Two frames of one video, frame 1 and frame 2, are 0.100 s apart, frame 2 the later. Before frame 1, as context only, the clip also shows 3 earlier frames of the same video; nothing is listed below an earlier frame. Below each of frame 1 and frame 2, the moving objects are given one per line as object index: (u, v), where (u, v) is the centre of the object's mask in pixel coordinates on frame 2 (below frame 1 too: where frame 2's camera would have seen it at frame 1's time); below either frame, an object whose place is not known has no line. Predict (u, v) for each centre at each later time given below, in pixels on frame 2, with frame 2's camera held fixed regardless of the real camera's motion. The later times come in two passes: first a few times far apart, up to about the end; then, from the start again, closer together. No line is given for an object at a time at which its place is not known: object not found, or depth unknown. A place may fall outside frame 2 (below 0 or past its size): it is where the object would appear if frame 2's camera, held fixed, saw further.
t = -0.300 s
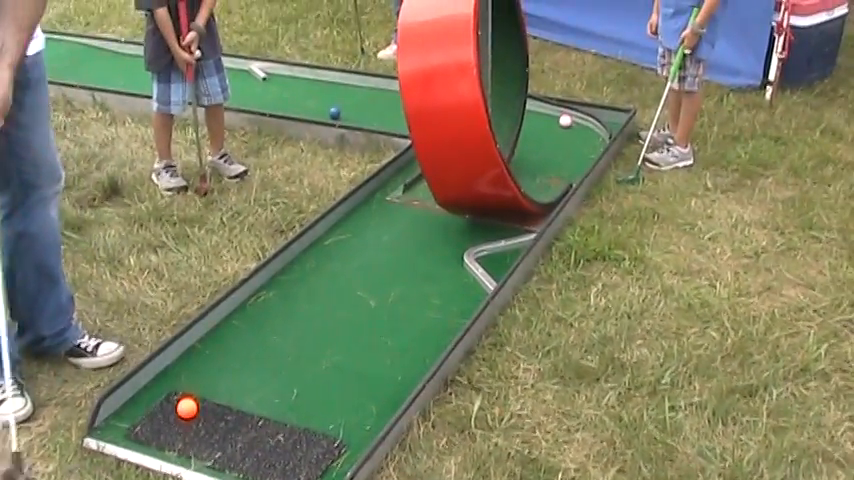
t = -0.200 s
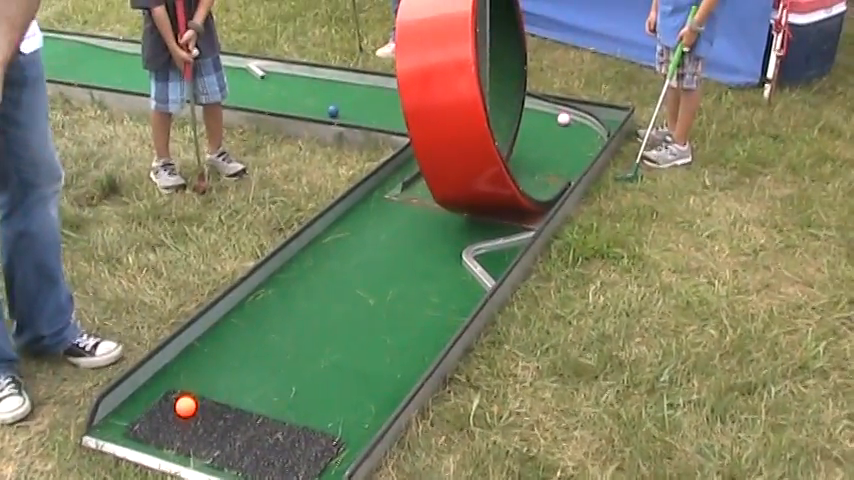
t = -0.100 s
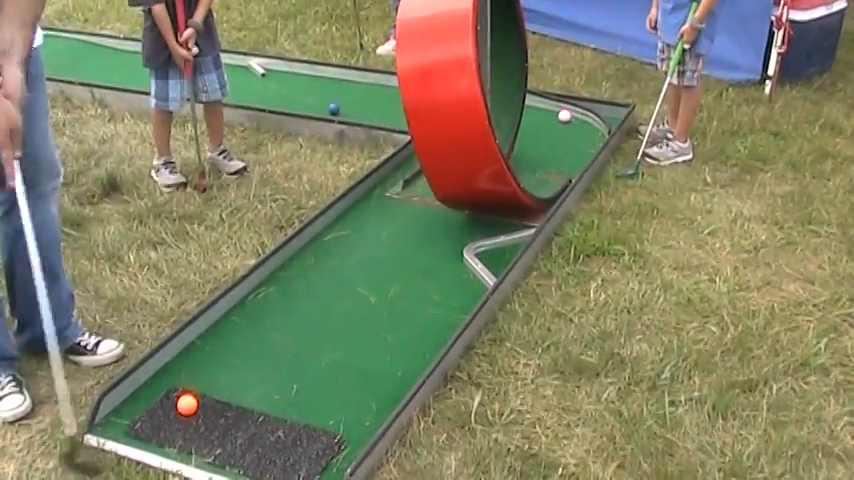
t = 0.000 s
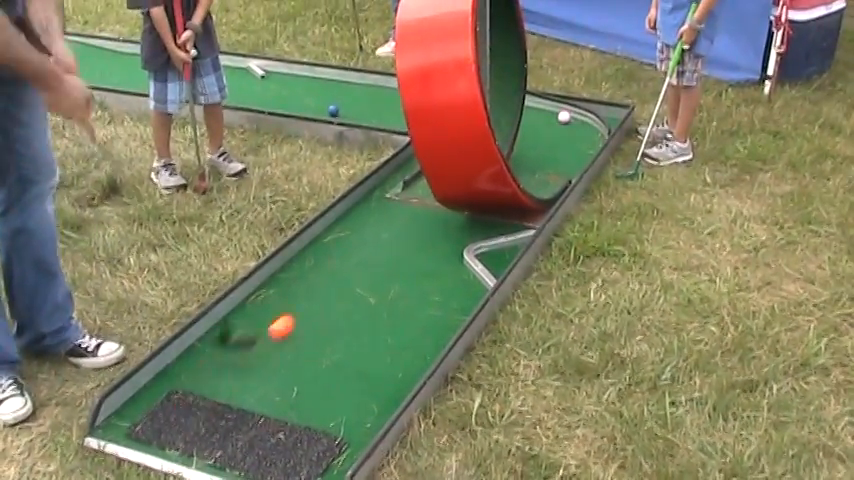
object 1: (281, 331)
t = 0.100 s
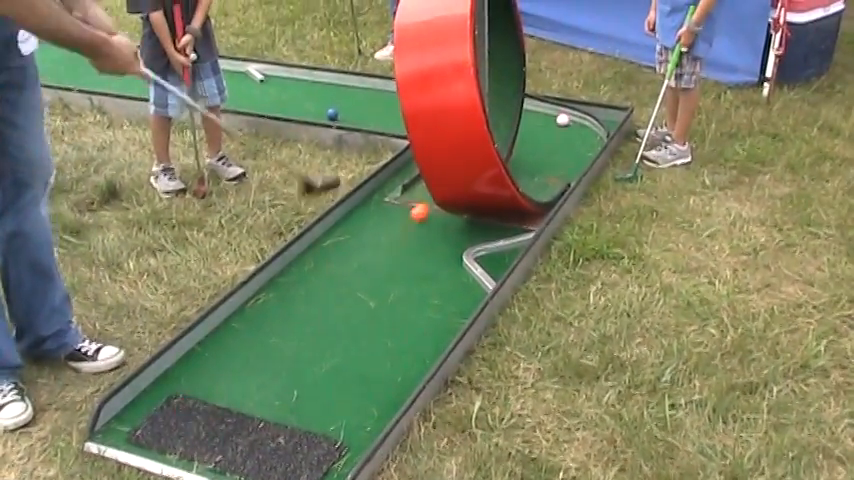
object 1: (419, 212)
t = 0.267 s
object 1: (493, 27)
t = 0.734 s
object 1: (524, 188)
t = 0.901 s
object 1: (594, 134)
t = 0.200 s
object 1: (492, 98)
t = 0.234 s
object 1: (495, 59)
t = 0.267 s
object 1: (493, 27)
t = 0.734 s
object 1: (524, 188)
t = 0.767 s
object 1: (537, 178)
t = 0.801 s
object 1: (552, 166)
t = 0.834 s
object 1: (567, 157)
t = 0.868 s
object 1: (581, 144)
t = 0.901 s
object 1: (594, 134)
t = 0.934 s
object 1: (596, 127)
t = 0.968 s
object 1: (586, 120)
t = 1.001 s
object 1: (575, 112)
